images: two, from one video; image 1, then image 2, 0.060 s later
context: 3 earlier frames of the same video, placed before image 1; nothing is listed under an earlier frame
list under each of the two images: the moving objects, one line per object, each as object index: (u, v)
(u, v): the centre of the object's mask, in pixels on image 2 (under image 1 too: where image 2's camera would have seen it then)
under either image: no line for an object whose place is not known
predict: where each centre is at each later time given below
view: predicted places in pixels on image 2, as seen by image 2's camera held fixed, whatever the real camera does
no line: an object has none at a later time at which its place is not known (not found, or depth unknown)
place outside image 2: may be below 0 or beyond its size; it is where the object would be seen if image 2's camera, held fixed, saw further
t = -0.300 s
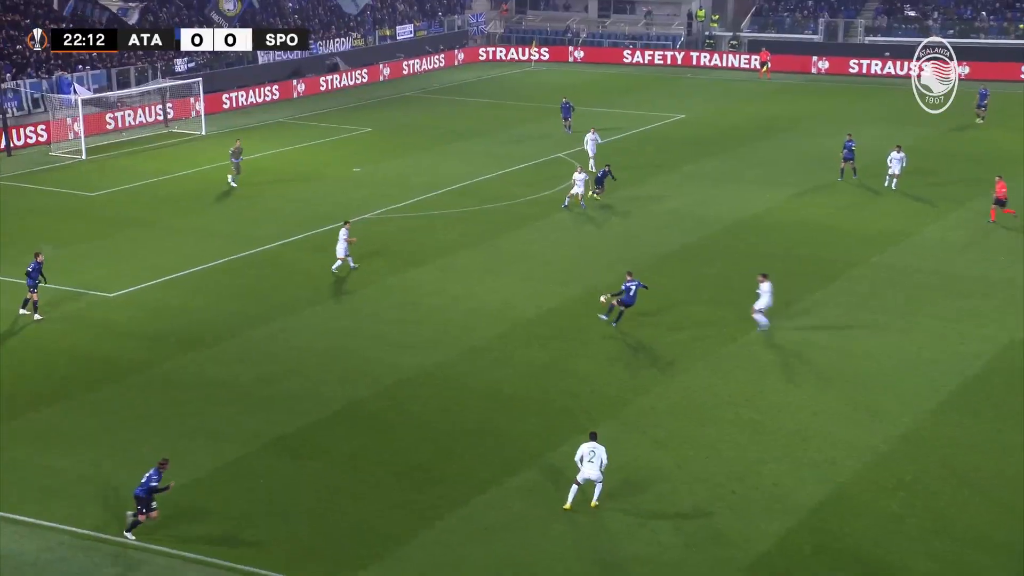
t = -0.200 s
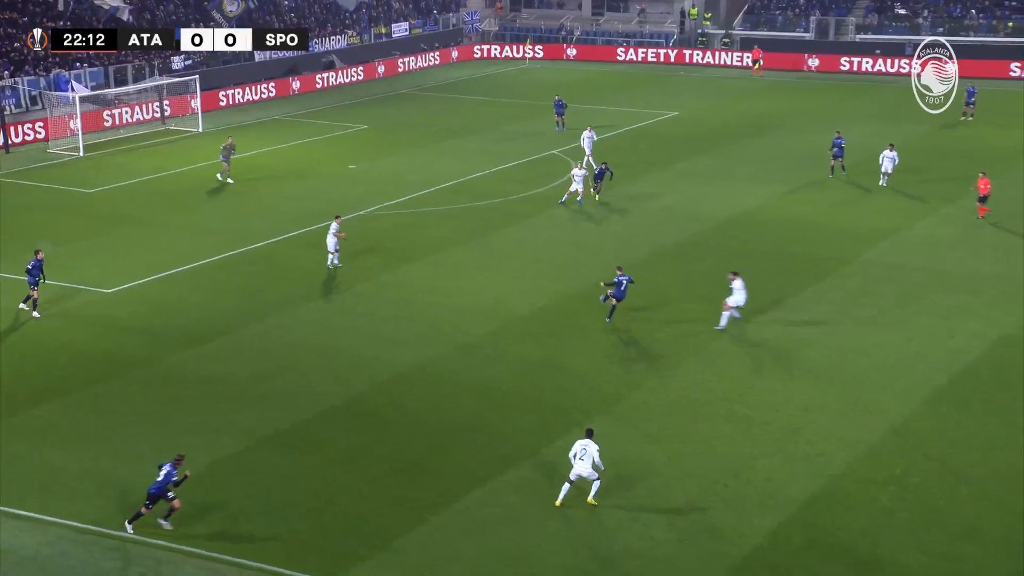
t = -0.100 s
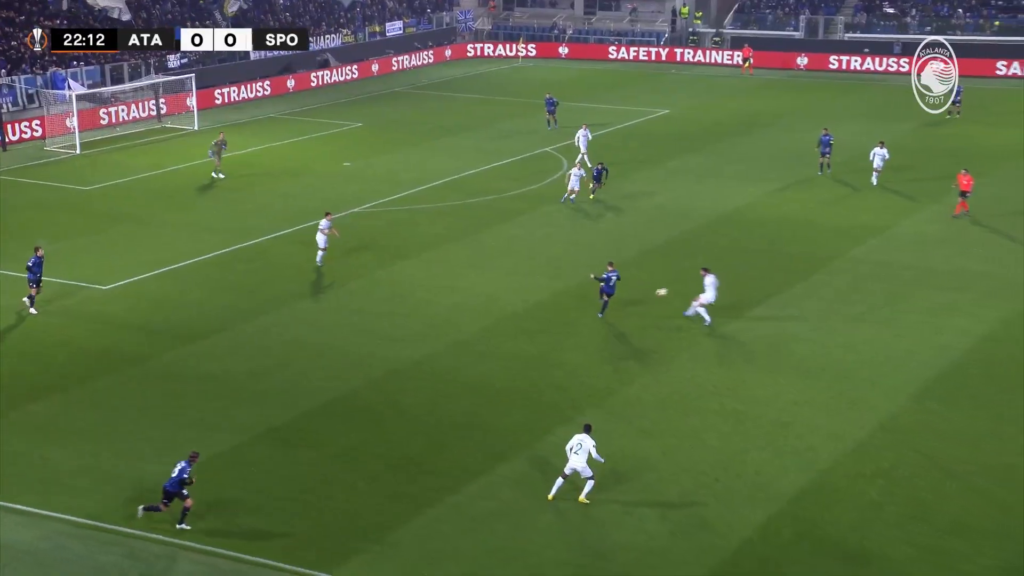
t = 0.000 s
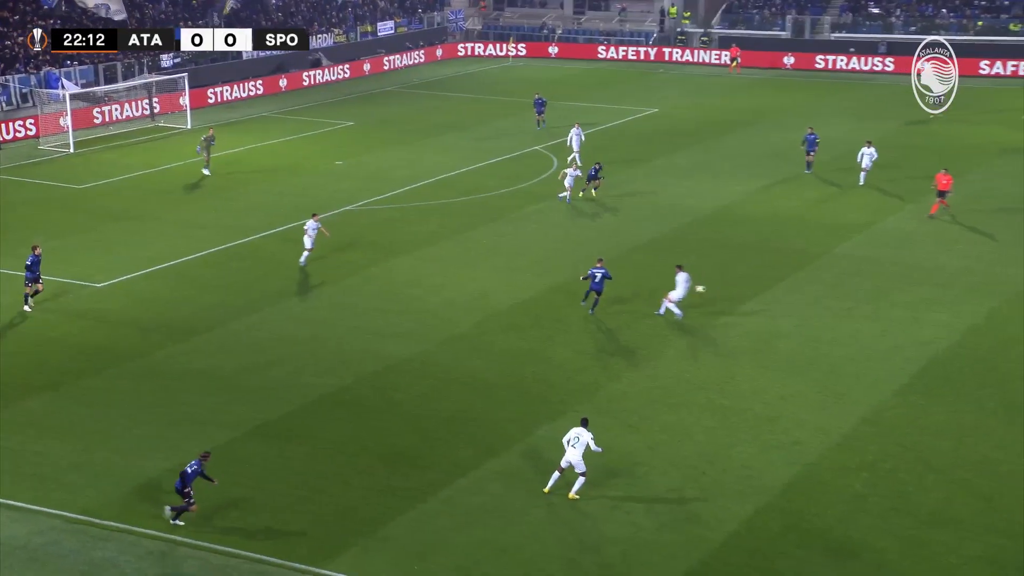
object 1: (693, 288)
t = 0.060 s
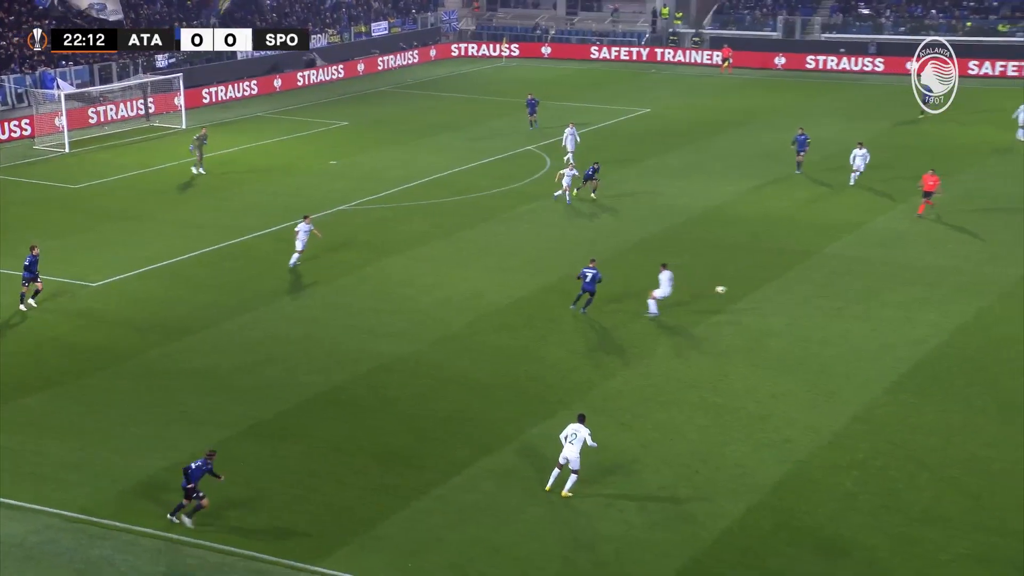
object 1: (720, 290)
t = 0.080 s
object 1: (729, 291)
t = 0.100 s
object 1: (739, 292)
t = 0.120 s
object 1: (748, 293)
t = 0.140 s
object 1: (756, 294)
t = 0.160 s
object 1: (766, 295)
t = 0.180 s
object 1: (775, 297)
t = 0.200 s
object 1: (783, 299)
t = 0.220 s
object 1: (792, 300)
